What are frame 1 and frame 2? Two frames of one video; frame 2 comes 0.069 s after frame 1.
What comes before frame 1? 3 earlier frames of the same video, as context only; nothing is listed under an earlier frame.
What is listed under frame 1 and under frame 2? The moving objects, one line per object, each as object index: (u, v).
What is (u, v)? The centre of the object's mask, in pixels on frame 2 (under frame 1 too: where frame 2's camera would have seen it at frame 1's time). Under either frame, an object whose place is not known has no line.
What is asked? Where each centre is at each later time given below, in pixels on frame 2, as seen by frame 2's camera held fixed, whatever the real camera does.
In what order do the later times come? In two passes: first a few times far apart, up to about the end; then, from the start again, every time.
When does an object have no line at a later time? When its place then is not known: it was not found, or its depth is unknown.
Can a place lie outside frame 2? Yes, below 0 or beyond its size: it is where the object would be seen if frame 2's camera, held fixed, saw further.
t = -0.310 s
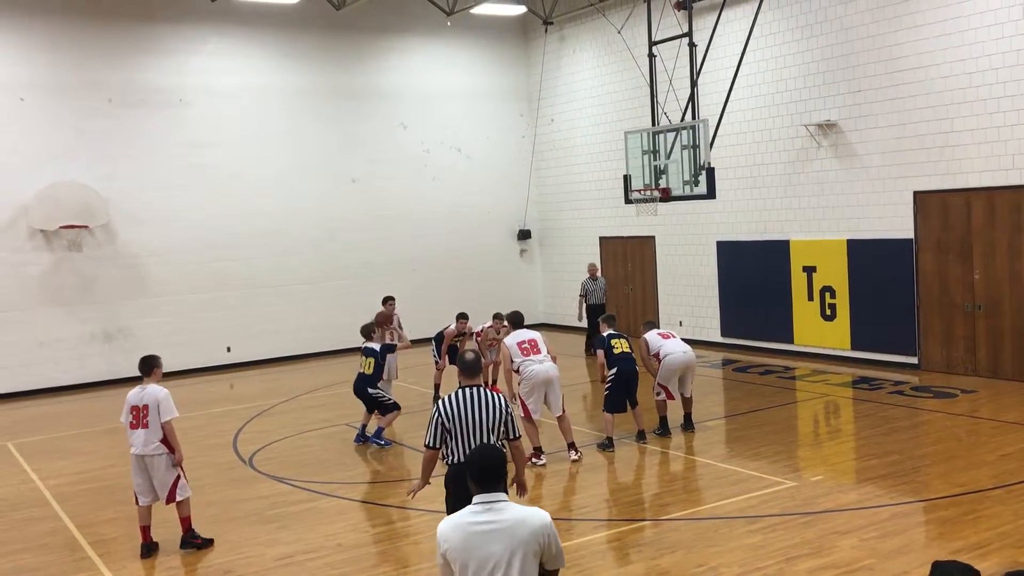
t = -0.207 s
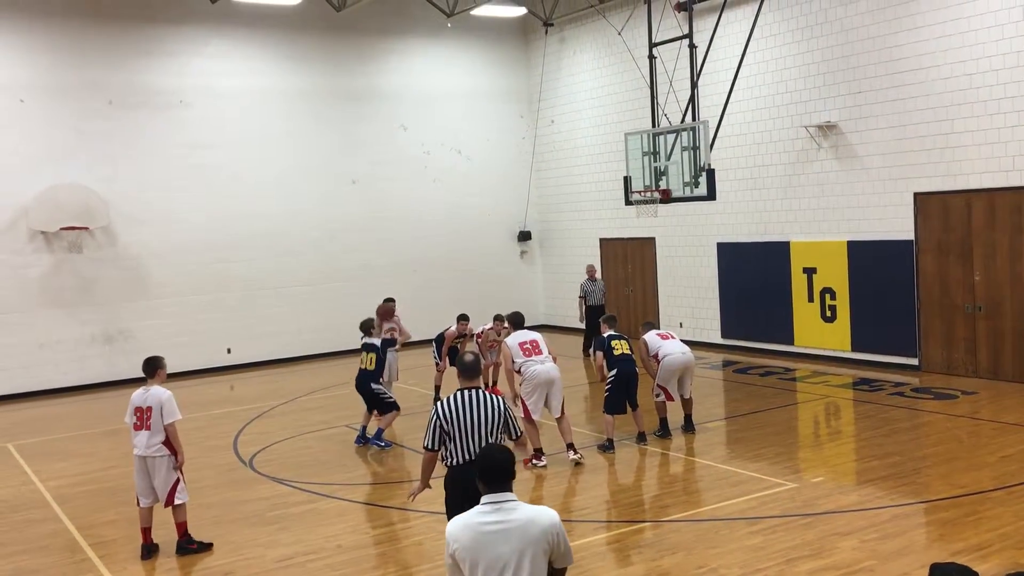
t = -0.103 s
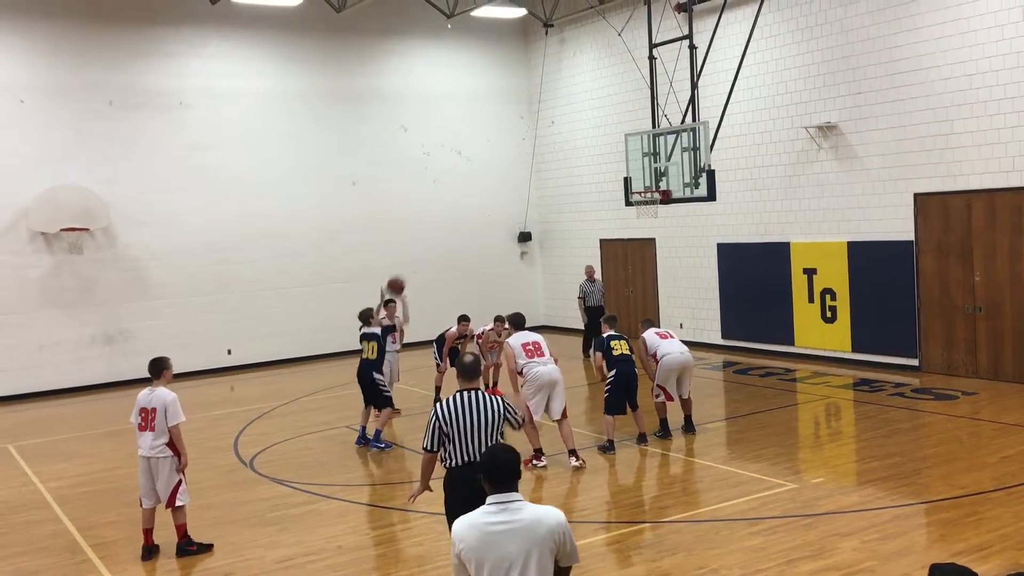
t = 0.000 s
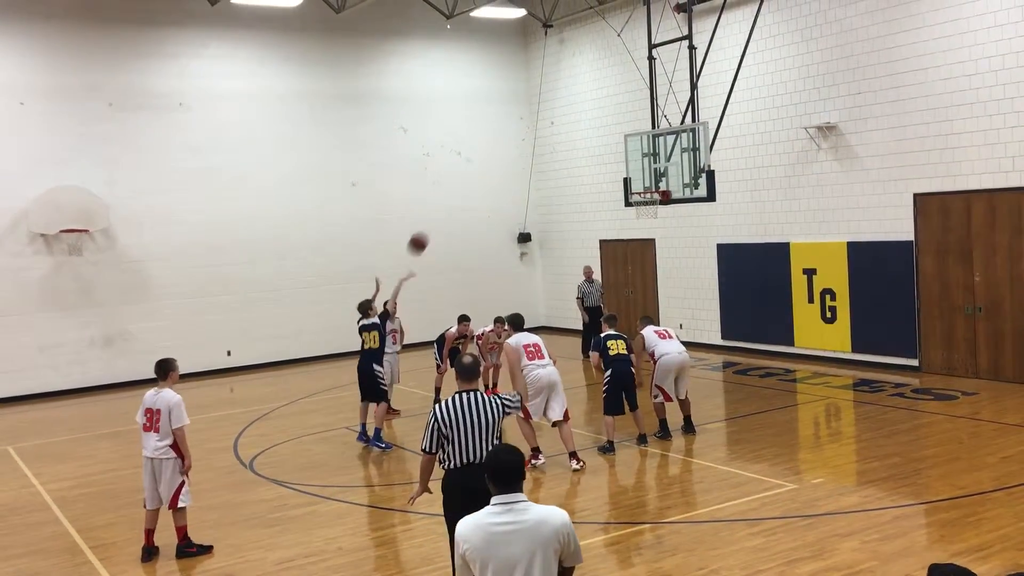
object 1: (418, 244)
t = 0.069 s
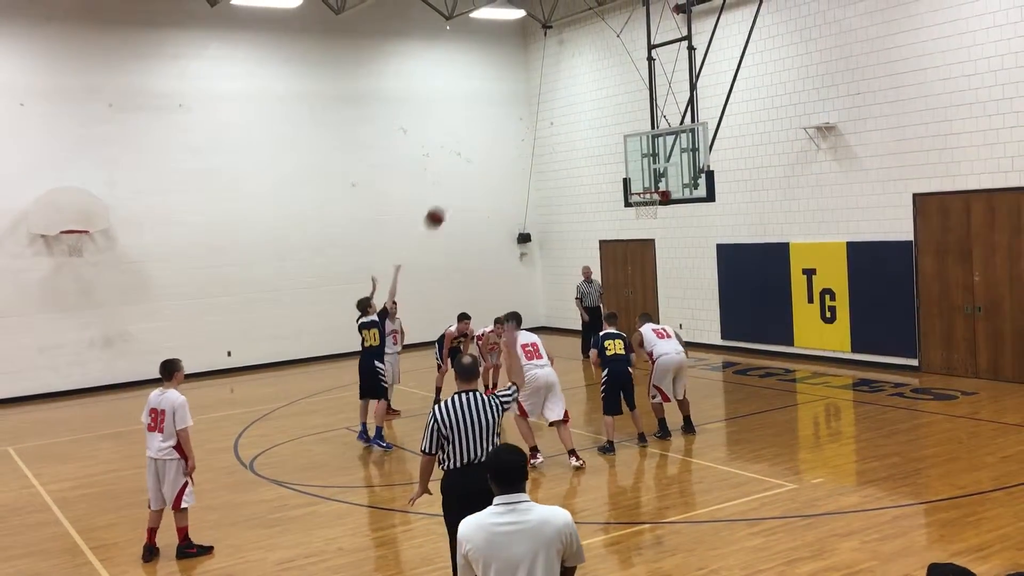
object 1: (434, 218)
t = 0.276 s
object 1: (485, 162)
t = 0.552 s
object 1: (550, 136)
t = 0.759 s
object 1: (598, 150)
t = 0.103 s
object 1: (443, 206)
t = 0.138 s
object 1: (452, 195)
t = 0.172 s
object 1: (460, 185)
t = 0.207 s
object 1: (468, 177)
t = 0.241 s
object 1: (476, 169)
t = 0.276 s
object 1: (485, 162)
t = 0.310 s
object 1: (493, 156)
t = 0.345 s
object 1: (501, 150)
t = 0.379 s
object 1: (510, 146)
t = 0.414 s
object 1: (518, 142)
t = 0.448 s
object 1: (526, 139)
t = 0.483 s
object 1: (534, 137)
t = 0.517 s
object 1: (542, 136)
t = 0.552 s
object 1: (550, 136)
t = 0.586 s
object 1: (558, 136)
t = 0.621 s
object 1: (566, 138)
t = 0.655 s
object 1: (574, 139)
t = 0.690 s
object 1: (583, 142)
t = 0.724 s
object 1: (590, 145)
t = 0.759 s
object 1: (598, 150)
